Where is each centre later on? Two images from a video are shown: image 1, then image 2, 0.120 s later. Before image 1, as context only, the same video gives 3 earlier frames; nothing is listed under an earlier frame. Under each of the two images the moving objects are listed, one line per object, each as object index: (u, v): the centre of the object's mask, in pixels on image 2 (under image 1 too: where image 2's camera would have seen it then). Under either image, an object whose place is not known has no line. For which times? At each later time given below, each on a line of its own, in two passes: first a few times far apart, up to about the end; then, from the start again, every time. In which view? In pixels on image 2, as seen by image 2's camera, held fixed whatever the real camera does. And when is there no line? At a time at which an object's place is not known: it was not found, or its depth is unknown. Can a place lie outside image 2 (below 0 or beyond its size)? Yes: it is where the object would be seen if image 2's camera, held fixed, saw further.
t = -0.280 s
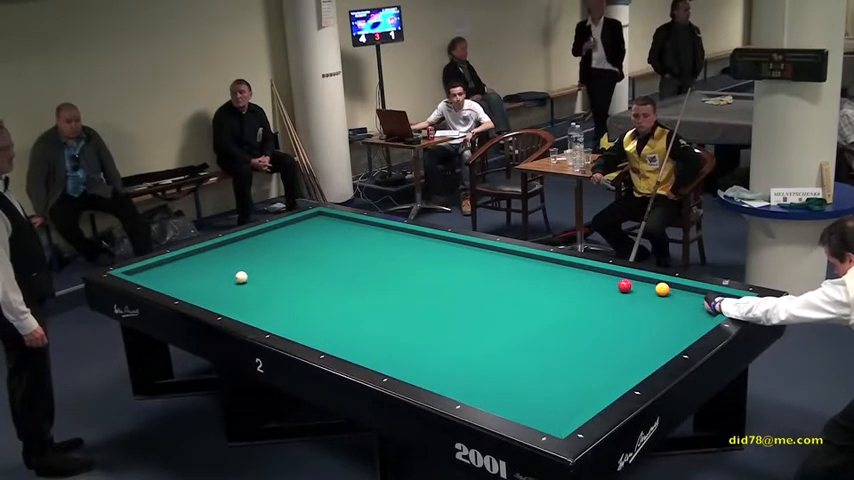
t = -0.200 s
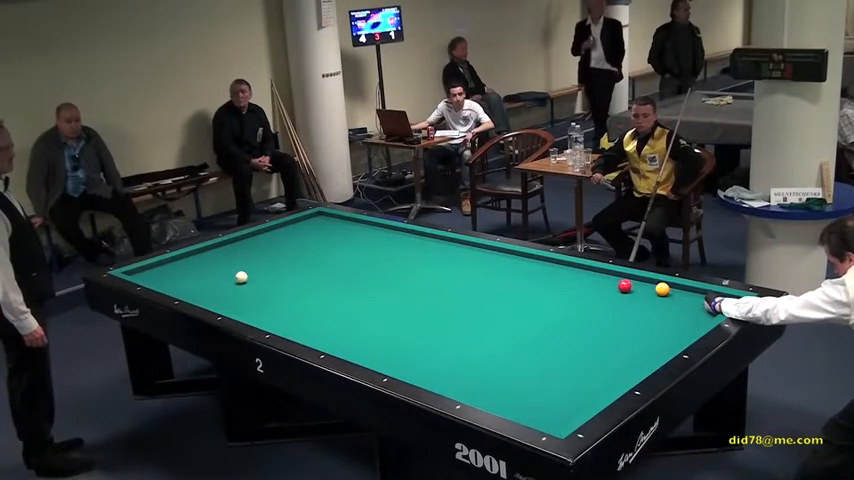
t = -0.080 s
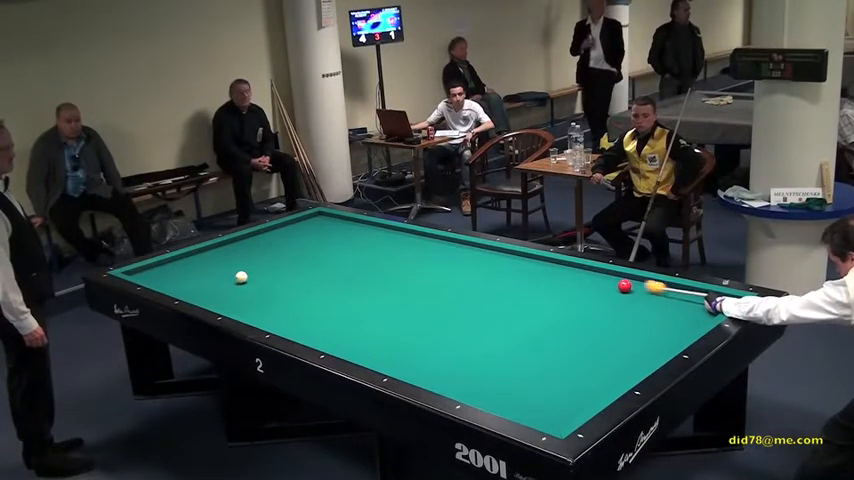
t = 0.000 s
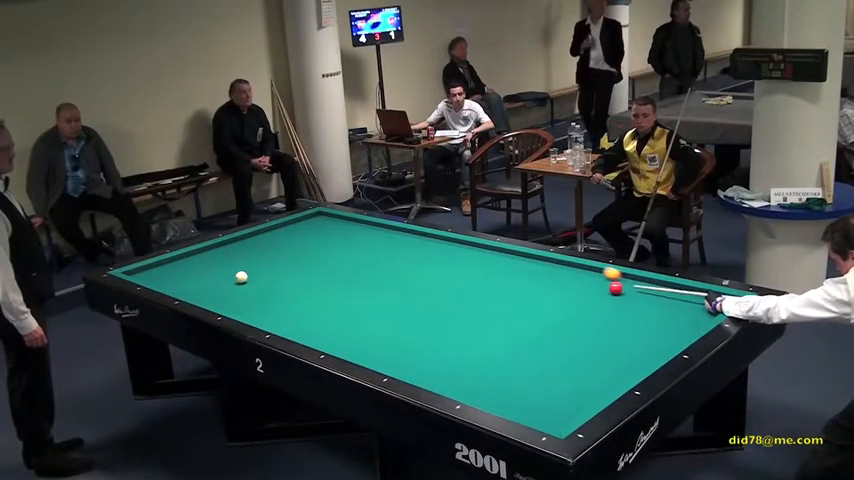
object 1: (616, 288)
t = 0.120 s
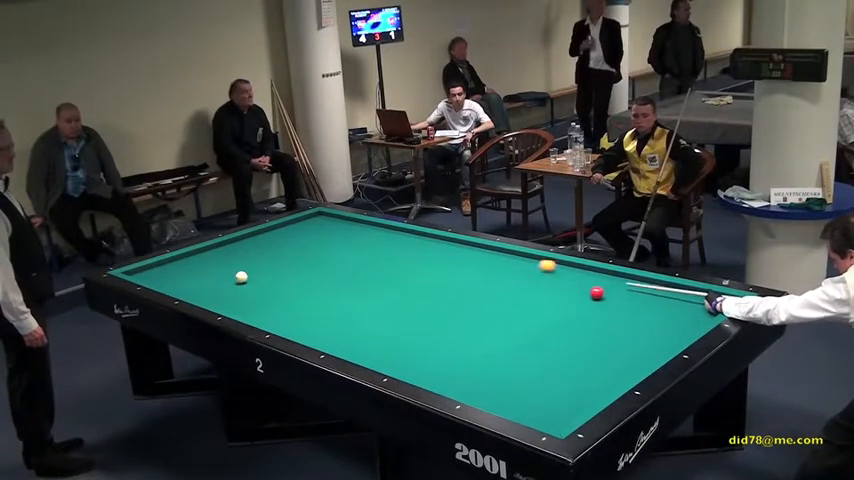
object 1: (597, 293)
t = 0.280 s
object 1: (574, 298)
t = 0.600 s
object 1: (529, 310)
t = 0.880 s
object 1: (488, 320)
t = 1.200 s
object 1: (440, 332)
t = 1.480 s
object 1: (398, 342)
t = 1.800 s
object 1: (354, 351)
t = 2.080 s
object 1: (364, 340)
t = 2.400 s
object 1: (373, 329)
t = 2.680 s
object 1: (381, 319)
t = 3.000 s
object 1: (389, 310)
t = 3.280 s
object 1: (396, 302)
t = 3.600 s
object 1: (402, 293)
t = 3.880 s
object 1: (408, 287)
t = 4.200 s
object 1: (414, 280)
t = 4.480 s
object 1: (418, 274)
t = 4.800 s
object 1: (423, 268)
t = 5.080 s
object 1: (427, 264)
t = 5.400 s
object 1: (431, 258)
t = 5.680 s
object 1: (434, 255)
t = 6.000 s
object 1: (437, 251)
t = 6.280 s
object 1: (440, 247)
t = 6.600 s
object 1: (442, 244)
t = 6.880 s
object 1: (444, 241)
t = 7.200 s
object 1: (445, 239)
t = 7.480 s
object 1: (441, 240)
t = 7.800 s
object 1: (437, 240)
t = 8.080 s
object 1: (434, 240)
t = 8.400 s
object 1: (432, 241)
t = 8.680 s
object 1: (430, 241)
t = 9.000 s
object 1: (429, 241)
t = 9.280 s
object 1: (429, 241)
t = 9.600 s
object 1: (429, 241)
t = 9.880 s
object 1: (429, 241)
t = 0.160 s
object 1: (591, 294)
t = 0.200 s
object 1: (585, 296)
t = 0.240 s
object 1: (580, 297)
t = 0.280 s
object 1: (574, 298)
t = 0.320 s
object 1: (569, 300)
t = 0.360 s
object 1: (563, 301)
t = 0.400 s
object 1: (557, 303)
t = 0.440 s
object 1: (552, 304)
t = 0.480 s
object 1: (546, 305)
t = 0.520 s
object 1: (540, 307)
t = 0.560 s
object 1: (535, 308)
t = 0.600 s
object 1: (529, 310)
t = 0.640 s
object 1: (523, 311)
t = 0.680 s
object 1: (518, 312)
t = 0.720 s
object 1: (512, 314)
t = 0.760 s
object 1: (506, 315)
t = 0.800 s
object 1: (500, 317)
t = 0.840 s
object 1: (494, 318)
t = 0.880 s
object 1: (488, 320)
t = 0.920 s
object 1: (482, 321)
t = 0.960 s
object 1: (477, 323)
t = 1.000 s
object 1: (471, 324)
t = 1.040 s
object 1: (464, 326)
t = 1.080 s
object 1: (459, 327)
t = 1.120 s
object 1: (453, 329)
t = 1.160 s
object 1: (447, 330)
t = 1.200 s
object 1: (440, 332)
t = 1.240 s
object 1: (435, 333)
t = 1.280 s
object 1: (429, 335)
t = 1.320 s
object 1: (422, 336)
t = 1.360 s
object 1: (416, 338)
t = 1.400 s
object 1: (410, 339)
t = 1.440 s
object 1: (404, 341)
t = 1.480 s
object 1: (398, 342)
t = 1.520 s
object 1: (392, 344)
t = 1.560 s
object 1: (386, 345)
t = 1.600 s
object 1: (380, 347)
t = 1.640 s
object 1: (373, 349)
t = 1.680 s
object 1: (367, 350)
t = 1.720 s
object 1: (361, 351)
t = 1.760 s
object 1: (355, 351)
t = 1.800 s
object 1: (354, 351)
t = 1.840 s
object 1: (355, 350)
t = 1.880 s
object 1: (357, 349)
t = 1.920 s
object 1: (358, 347)
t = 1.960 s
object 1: (360, 346)
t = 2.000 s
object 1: (361, 344)
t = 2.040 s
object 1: (362, 342)
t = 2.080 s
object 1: (364, 340)
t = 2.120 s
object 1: (365, 339)
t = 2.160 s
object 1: (366, 337)
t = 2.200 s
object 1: (367, 336)
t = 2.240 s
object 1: (369, 335)
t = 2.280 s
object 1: (370, 333)
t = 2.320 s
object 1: (371, 332)
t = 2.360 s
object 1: (372, 330)
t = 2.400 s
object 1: (373, 329)
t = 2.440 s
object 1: (374, 328)
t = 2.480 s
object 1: (375, 326)
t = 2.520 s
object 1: (377, 325)
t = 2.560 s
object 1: (378, 323)
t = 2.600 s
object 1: (379, 322)
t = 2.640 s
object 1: (380, 321)
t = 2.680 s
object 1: (381, 319)
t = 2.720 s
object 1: (382, 318)
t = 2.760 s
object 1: (383, 317)
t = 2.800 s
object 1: (384, 315)
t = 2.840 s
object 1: (385, 314)
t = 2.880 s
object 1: (386, 313)
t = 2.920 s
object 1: (387, 312)
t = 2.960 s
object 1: (388, 311)
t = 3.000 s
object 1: (389, 310)
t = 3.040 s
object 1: (390, 308)
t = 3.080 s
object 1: (391, 307)
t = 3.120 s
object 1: (392, 306)
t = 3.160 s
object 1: (393, 305)
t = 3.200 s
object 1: (394, 304)
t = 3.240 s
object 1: (395, 303)
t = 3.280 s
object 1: (396, 302)
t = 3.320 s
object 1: (396, 300)
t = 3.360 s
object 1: (397, 300)
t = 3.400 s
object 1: (398, 298)
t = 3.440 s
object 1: (399, 298)
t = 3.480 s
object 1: (400, 297)
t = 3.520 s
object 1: (401, 295)
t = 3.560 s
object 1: (402, 295)
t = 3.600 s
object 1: (402, 293)
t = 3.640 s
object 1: (403, 292)
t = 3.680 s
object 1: (404, 291)
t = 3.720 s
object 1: (405, 291)
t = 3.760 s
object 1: (406, 290)
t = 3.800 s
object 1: (406, 289)
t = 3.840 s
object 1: (407, 288)
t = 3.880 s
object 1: (408, 287)
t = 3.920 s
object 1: (409, 286)
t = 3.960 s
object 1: (409, 285)
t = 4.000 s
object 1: (410, 284)
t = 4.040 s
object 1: (411, 283)
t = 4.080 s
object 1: (412, 282)
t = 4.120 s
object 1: (412, 281)
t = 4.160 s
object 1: (413, 280)
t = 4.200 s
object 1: (414, 280)
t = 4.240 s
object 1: (414, 279)
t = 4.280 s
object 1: (415, 278)
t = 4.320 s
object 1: (416, 277)
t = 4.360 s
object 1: (416, 276)
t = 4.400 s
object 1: (417, 276)
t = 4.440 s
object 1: (418, 275)
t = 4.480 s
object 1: (418, 274)
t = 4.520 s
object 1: (419, 273)
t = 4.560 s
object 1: (420, 272)
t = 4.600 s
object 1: (421, 272)
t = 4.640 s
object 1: (421, 271)
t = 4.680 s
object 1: (421, 270)
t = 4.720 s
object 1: (422, 270)
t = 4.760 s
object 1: (423, 269)
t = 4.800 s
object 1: (423, 268)
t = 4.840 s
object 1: (424, 268)
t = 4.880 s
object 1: (424, 266)
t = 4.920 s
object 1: (425, 264)
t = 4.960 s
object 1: (426, 264)
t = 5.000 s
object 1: (426, 265)
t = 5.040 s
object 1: (427, 264)
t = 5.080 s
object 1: (427, 264)
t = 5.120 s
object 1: (428, 263)
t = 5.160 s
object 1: (428, 262)
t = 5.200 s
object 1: (429, 262)
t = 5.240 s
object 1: (429, 261)
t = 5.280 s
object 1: (430, 260)
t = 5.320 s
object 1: (430, 260)
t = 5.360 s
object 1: (431, 259)
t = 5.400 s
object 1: (431, 258)
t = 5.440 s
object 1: (432, 258)
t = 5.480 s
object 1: (432, 257)
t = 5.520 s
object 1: (433, 257)
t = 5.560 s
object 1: (433, 256)
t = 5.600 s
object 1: (433, 256)
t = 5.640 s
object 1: (434, 255)
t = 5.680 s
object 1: (434, 255)
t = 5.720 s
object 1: (434, 254)
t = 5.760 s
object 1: (435, 254)
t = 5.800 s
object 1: (435, 253)
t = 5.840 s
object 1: (436, 253)
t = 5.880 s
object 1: (436, 252)
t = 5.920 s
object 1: (437, 252)
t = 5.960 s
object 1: (437, 251)
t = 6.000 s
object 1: (437, 251)
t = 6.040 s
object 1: (438, 250)
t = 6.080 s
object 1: (438, 250)
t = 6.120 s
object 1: (439, 249)
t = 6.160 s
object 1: (439, 249)
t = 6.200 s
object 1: (439, 248)
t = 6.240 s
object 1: (440, 248)
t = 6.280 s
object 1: (440, 247)
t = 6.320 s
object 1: (440, 247)
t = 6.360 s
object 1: (441, 246)
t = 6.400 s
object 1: (441, 246)
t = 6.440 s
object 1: (441, 246)
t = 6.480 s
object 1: (441, 245)
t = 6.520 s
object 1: (442, 245)
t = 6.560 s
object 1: (442, 244)
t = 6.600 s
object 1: (442, 244)
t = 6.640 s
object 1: (443, 243)
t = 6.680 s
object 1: (443, 243)
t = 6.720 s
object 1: (443, 243)
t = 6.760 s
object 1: (444, 242)
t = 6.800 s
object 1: (444, 242)
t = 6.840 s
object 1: (444, 242)
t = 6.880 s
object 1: (444, 241)
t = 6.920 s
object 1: (444, 241)
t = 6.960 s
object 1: (445, 241)
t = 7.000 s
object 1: (445, 240)
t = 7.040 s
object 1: (445, 240)
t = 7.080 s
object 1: (446, 240)
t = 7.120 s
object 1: (446, 239)
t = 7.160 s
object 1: (446, 239)
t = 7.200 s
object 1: (445, 239)
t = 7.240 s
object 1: (445, 239)
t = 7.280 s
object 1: (444, 239)
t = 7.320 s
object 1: (444, 239)
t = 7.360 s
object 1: (443, 239)
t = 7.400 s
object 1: (442, 239)
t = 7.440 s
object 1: (442, 239)
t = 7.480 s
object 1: (441, 240)
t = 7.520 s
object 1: (441, 240)
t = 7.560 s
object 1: (440, 240)
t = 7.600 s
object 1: (439, 240)
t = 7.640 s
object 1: (440, 240)
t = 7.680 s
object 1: (439, 240)
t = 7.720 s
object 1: (438, 240)
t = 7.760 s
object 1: (438, 240)
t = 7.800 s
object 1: (437, 240)
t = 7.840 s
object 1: (437, 240)
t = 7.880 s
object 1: (436, 240)
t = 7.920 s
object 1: (436, 240)
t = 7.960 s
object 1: (435, 240)
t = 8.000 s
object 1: (435, 240)
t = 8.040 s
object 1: (435, 240)
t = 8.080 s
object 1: (434, 240)
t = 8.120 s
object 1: (434, 240)
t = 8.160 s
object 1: (434, 240)
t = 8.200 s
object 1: (433, 240)
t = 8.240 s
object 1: (433, 240)
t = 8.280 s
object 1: (433, 240)
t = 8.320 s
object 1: (432, 240)
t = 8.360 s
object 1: (432, 240)
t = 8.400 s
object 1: (432, 241)
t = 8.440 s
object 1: (431, 241)
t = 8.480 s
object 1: (431, 241)
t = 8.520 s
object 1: (431, 241)
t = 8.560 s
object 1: (431, 241)
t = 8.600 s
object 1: (430, 241)
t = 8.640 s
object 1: (430, 241)
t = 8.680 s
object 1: (430, 241)
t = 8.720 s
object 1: (430, 241)
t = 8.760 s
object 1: (430, 241)
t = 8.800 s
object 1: (430, 241)
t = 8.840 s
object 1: (430, 241)
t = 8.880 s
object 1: (429, 241)
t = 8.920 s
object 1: (430, 241)
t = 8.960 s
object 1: (429, 241)
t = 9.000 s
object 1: (429, 241)
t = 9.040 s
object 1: (429, 241)
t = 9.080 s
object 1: (429, 241)
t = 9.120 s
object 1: (429, 241)
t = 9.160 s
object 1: (429, 241)
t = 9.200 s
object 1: (429, 241)
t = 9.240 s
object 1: (429, 241)
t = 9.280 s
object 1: (429, 241)
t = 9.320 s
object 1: (429, 241)
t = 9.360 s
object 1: (429, 241)
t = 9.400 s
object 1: (429, 241)
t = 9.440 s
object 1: (429, 241)
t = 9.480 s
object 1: (429, 241)
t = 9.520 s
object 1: (429, 241)
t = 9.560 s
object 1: (429, 241)
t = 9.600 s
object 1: (429, 241)
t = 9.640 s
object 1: (429, 241)
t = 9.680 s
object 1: (429, 241)
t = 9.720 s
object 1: (429, 241)
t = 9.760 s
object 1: (429, 241)
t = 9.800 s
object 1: (429, 241)
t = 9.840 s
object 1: (429, 241)
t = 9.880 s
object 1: (429, 241)
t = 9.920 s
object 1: (429, 241)
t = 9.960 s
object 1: (429, 241)
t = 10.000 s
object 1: (429, 241)
